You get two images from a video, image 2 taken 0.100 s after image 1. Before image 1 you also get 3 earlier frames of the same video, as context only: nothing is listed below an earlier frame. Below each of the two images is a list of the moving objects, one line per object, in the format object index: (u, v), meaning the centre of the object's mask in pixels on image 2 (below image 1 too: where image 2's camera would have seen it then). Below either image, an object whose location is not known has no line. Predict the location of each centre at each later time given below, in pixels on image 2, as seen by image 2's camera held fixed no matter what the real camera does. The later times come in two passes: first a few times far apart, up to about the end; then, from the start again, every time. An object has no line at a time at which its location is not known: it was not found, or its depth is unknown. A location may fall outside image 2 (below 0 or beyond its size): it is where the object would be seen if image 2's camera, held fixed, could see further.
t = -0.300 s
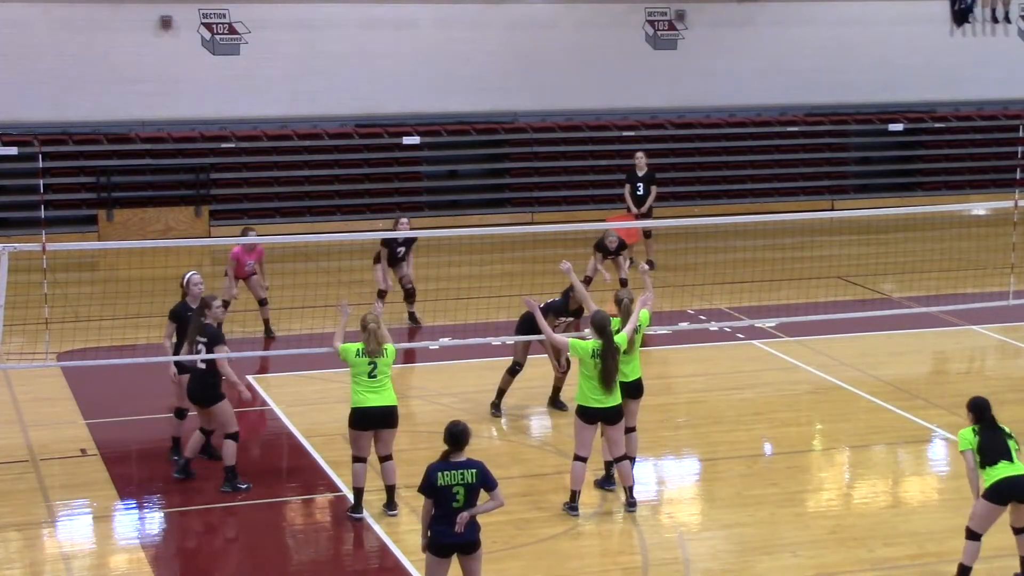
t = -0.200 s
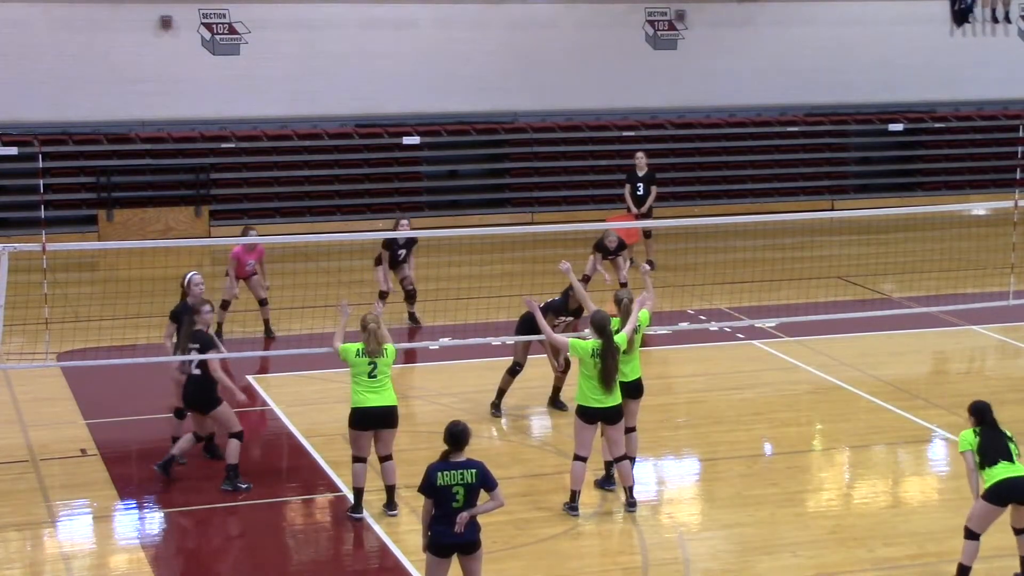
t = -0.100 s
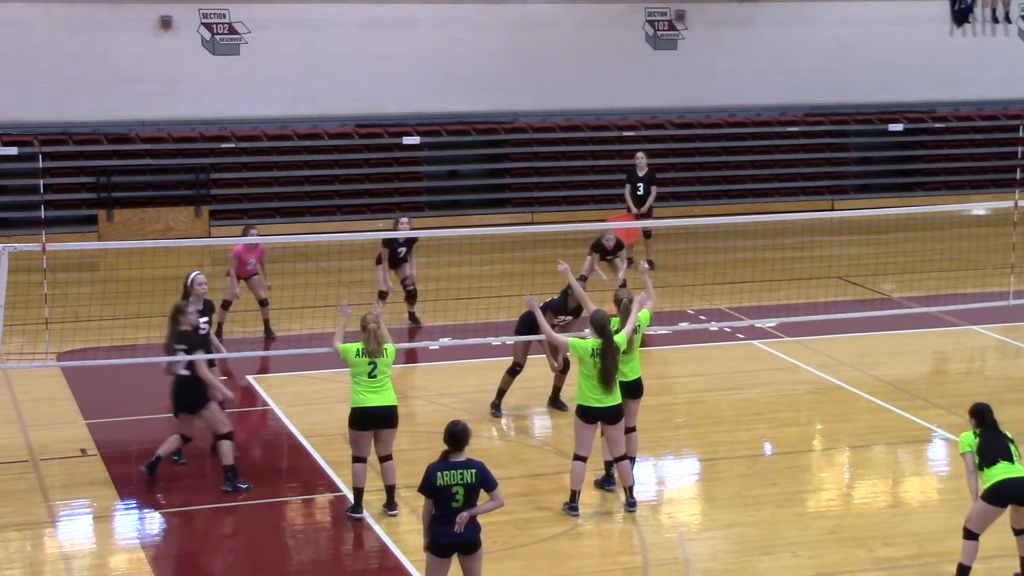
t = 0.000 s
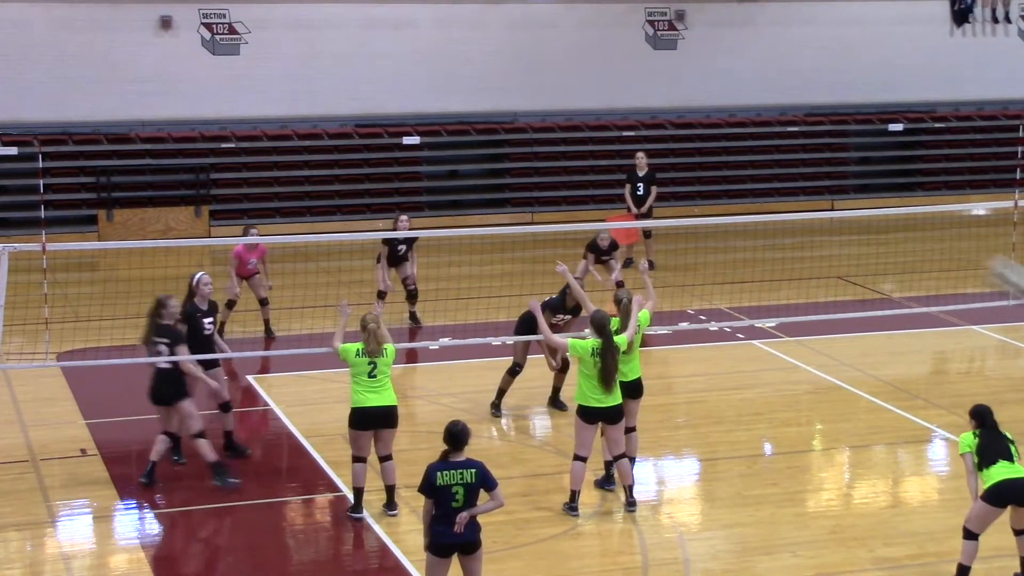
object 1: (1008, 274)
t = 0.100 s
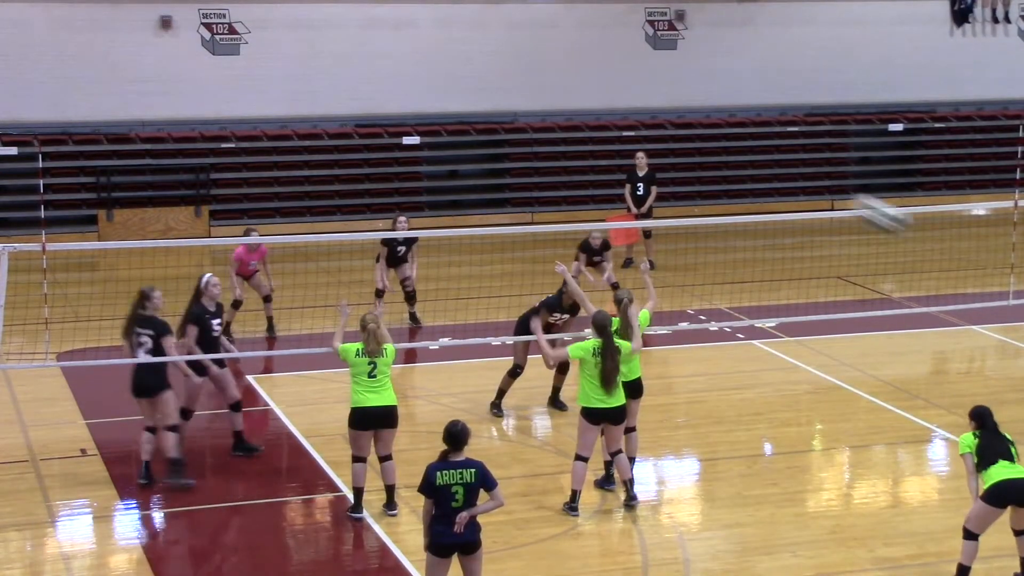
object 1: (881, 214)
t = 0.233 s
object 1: (741, 171)
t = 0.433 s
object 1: (604, 173)
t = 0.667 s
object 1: (503, 218)
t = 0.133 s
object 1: (838, 196)
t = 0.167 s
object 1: (804, 186)
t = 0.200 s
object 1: (772, 179)
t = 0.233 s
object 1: (741, 171)
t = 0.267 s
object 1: (714, 167)
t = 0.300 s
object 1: (688, 165)
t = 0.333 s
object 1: (665, 165)
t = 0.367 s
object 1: (642, 167)
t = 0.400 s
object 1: (621, 169)
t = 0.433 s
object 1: (604, 173)
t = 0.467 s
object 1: (588, 177)
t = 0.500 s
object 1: (572, 181)
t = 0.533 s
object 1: (556, 188)
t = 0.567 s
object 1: (542, 195)
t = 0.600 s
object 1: (529, 202)
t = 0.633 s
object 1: (515, 211)
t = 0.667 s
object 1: (503, 218)
